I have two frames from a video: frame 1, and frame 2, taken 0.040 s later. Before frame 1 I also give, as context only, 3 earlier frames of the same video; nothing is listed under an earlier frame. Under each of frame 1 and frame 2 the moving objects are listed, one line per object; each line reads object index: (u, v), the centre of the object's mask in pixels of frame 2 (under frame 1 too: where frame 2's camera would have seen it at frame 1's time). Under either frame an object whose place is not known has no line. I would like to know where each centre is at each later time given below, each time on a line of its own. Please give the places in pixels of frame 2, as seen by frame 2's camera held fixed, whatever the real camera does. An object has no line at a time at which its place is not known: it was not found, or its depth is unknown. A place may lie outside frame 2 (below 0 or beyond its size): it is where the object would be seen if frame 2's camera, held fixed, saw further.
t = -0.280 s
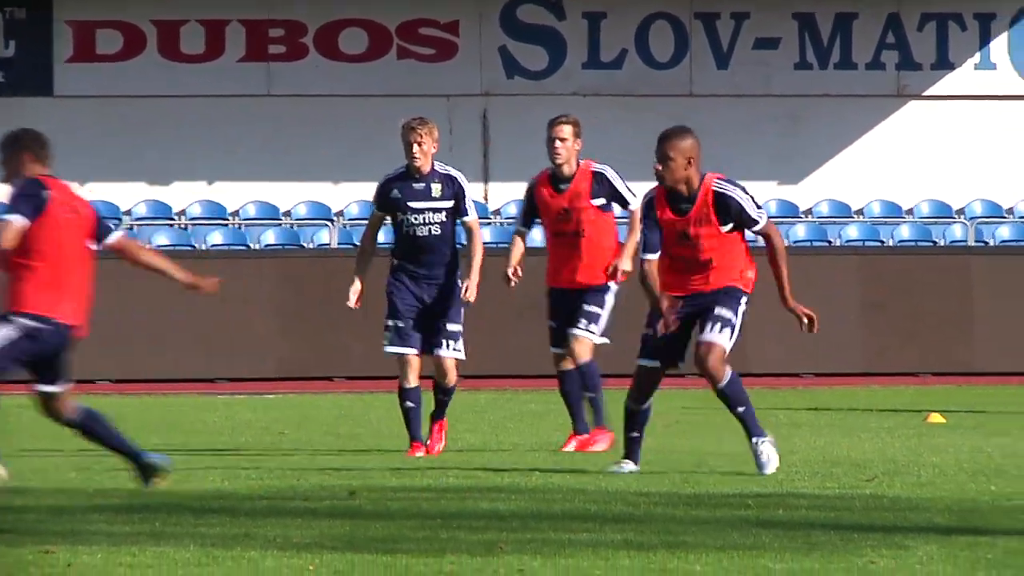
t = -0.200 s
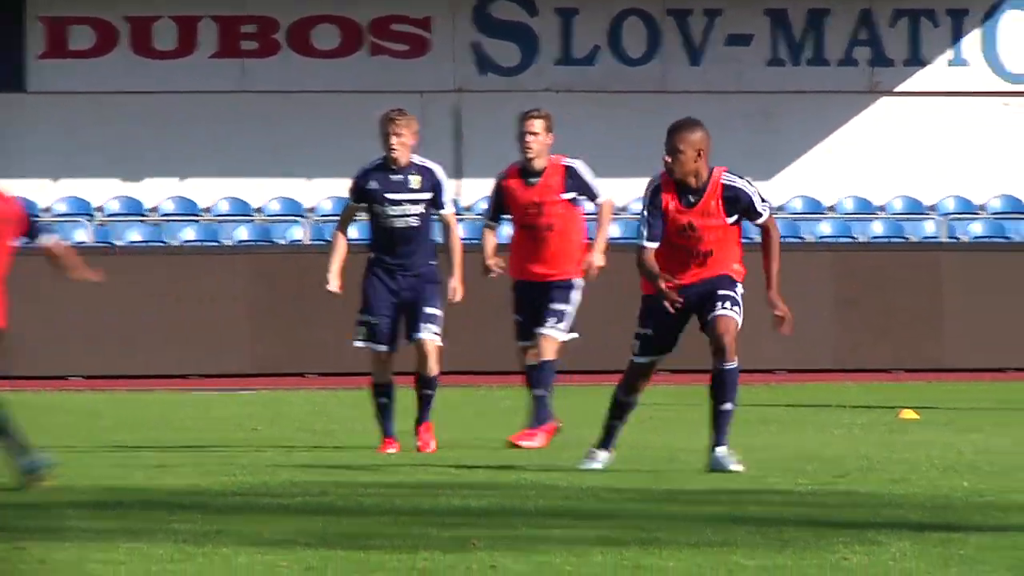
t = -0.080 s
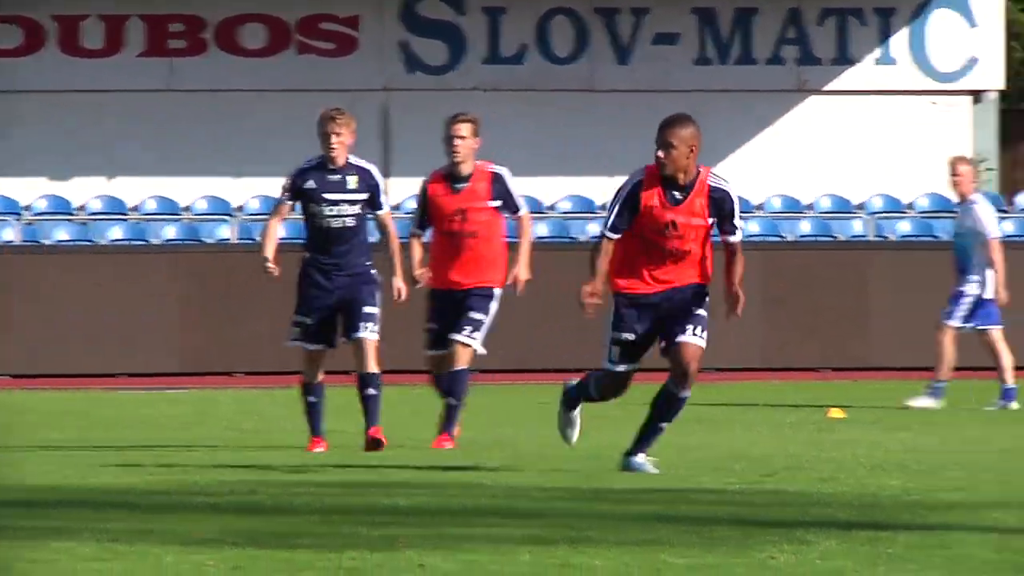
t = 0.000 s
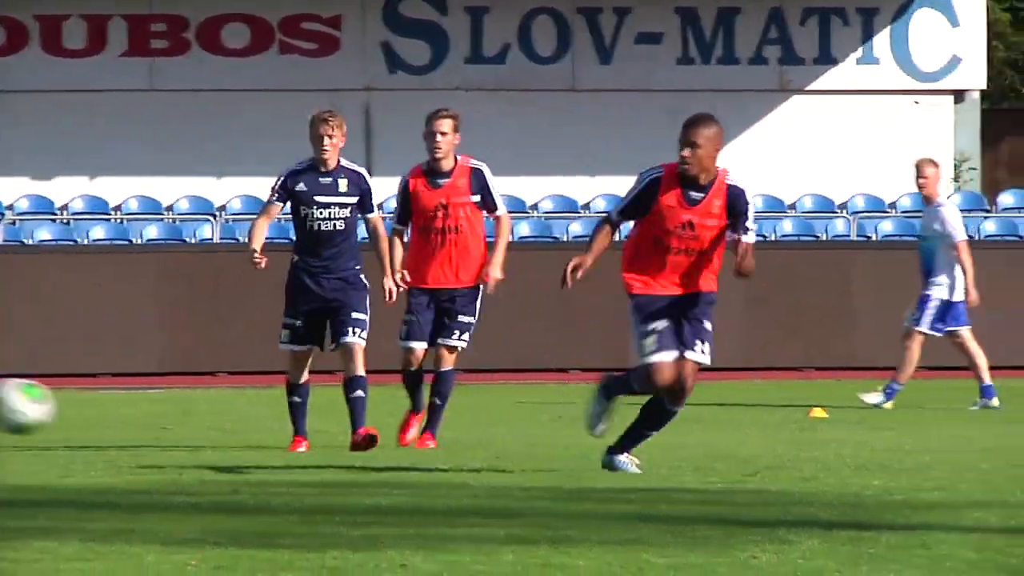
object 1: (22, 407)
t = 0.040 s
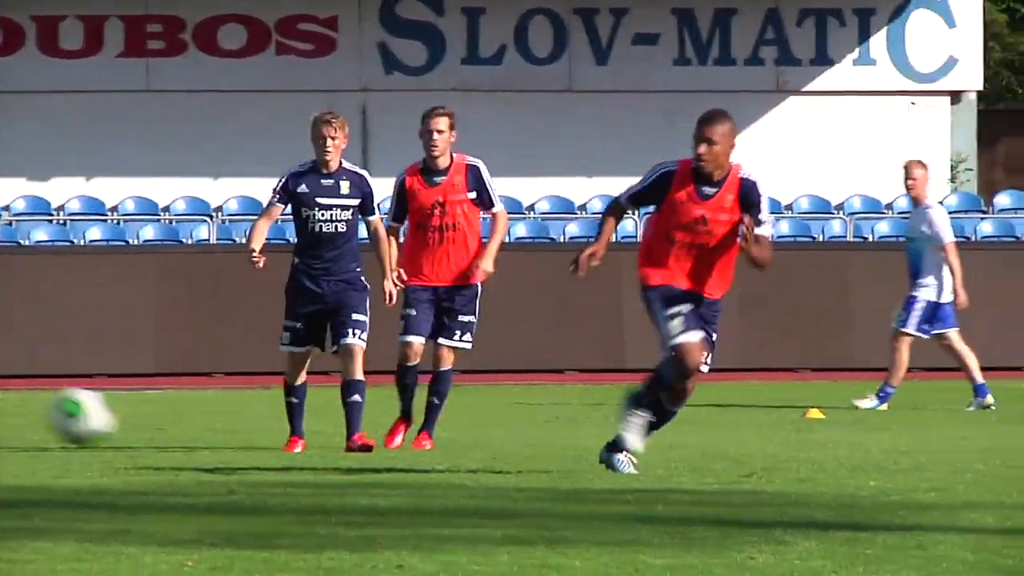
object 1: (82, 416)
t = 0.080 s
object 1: (151, 430)
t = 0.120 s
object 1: (217, 449)
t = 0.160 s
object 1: (288, 471)
